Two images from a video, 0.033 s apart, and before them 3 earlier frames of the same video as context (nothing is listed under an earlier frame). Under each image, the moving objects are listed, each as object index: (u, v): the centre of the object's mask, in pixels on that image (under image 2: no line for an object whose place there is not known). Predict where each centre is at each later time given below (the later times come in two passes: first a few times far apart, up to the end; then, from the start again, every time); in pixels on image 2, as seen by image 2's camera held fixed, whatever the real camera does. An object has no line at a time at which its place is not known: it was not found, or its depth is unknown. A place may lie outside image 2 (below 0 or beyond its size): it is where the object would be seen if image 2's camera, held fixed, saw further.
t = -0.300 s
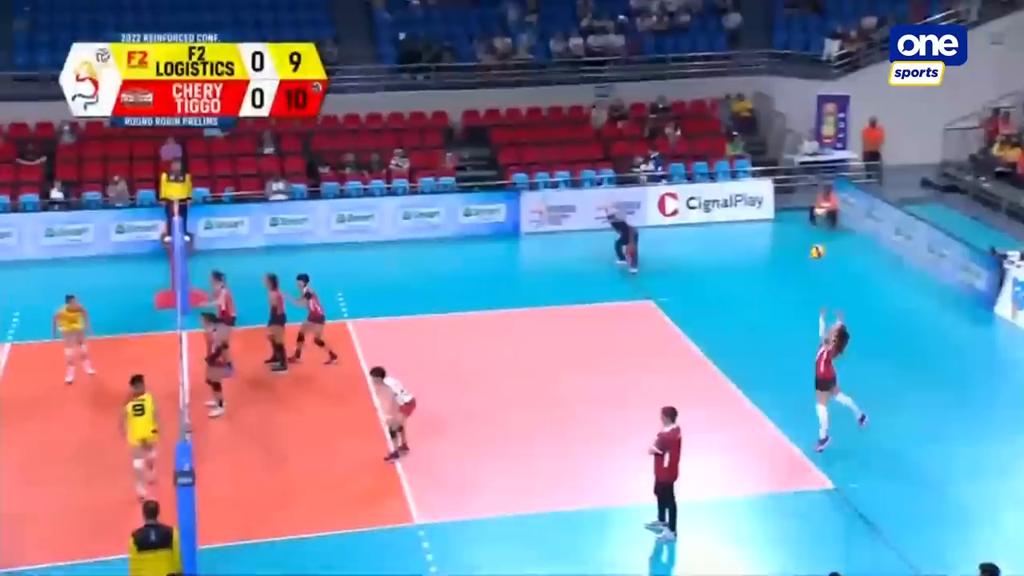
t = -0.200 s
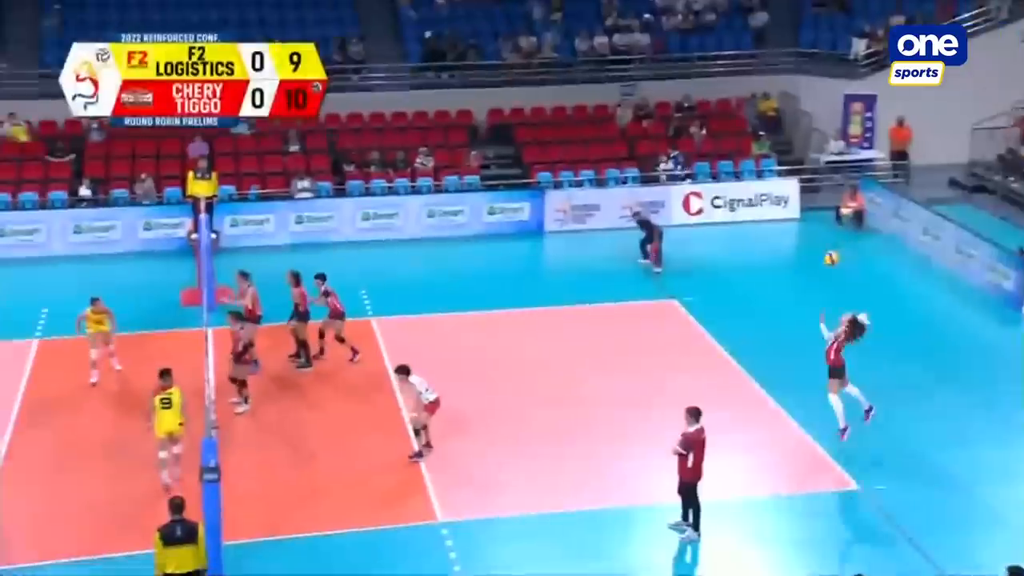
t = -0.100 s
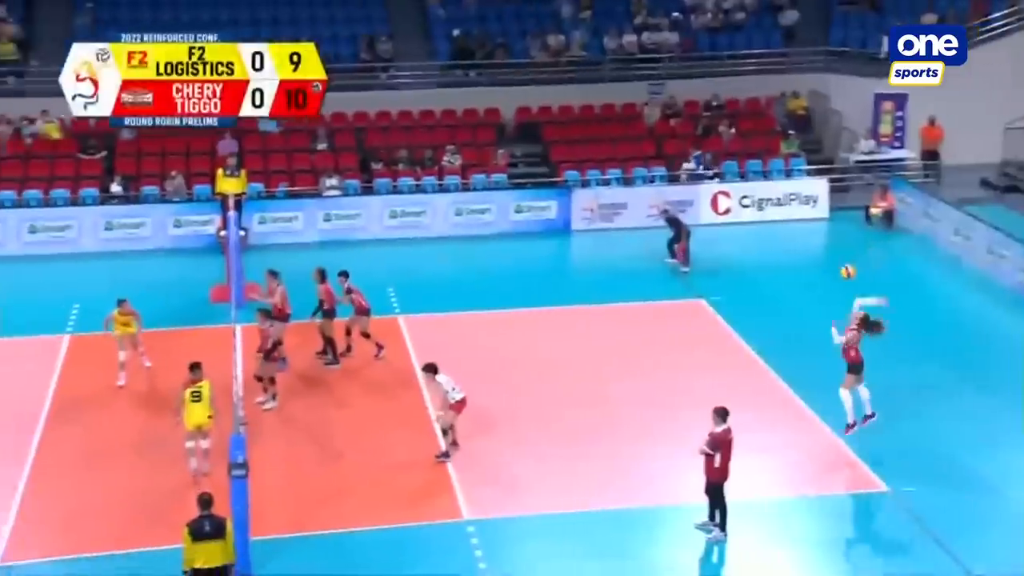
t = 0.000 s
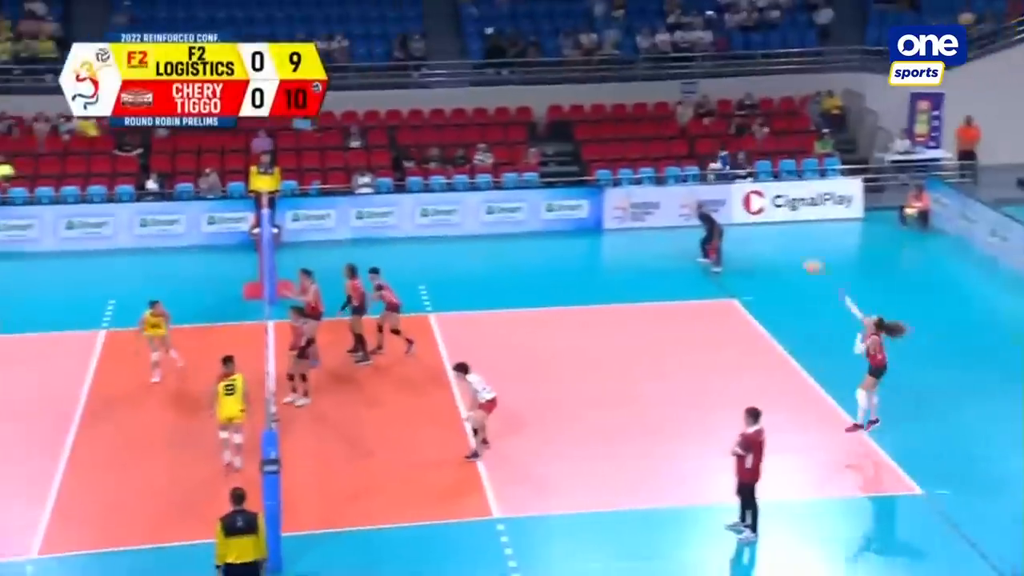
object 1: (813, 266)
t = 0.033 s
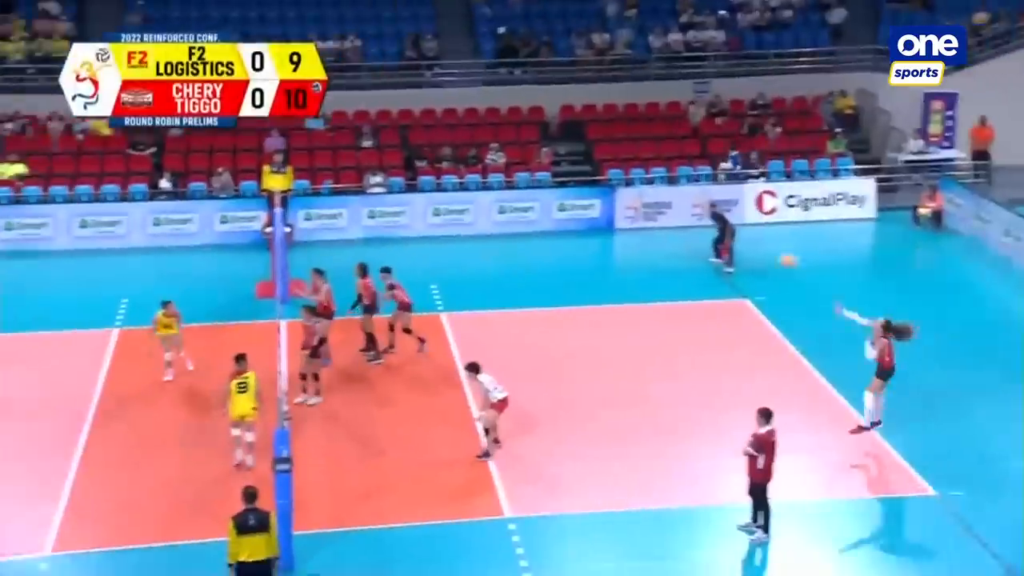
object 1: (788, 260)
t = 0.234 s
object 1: (579, 231)
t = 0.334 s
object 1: (481, 228)
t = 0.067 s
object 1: (752, 254)
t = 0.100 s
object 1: (717, 249)
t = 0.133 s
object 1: (680, 243)
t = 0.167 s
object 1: (645, 238)
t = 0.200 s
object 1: (612, 235)
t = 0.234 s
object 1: (579, 231)
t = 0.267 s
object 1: (546, 231)
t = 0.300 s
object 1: (512, 229)
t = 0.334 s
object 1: (481, 228)
